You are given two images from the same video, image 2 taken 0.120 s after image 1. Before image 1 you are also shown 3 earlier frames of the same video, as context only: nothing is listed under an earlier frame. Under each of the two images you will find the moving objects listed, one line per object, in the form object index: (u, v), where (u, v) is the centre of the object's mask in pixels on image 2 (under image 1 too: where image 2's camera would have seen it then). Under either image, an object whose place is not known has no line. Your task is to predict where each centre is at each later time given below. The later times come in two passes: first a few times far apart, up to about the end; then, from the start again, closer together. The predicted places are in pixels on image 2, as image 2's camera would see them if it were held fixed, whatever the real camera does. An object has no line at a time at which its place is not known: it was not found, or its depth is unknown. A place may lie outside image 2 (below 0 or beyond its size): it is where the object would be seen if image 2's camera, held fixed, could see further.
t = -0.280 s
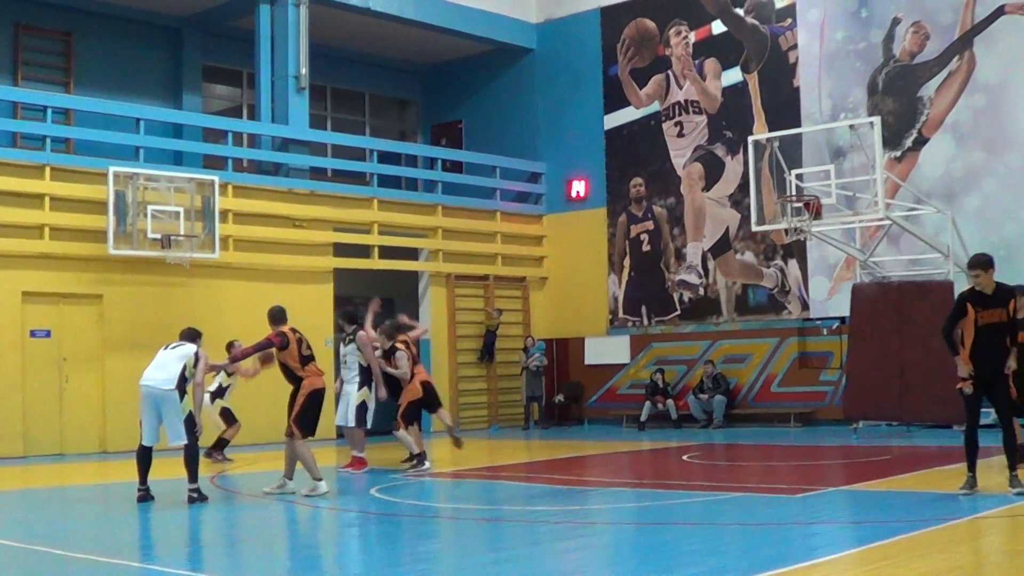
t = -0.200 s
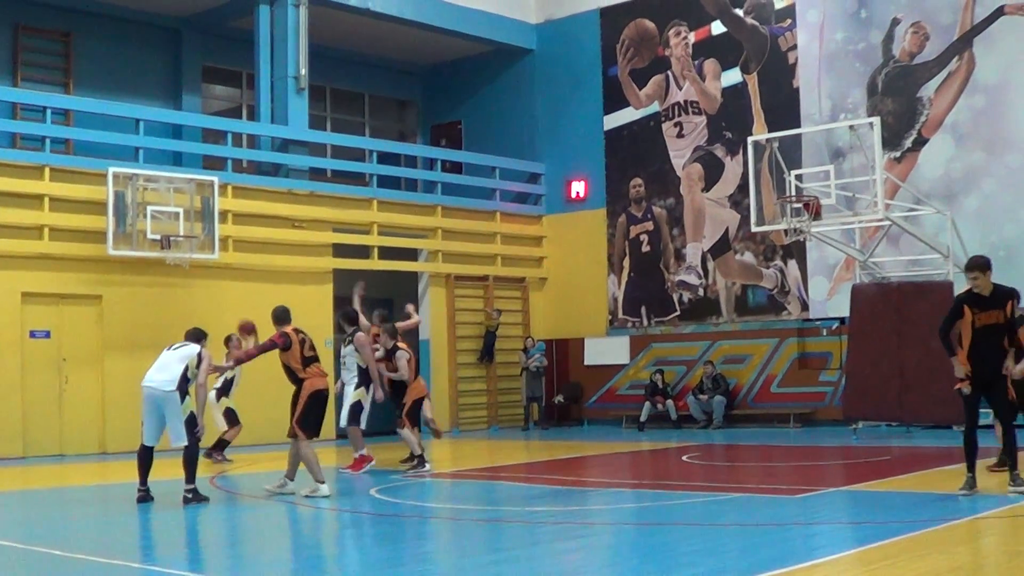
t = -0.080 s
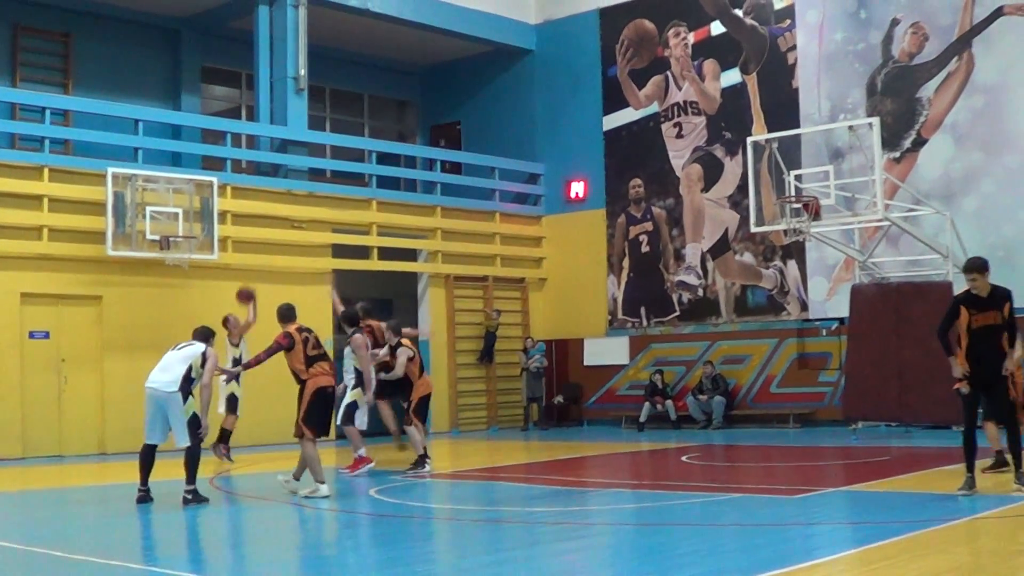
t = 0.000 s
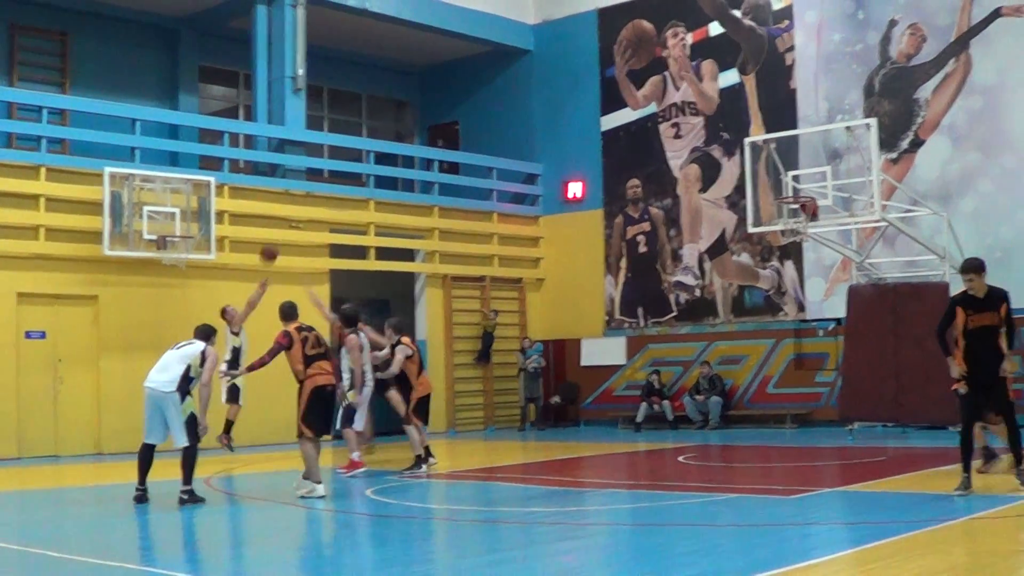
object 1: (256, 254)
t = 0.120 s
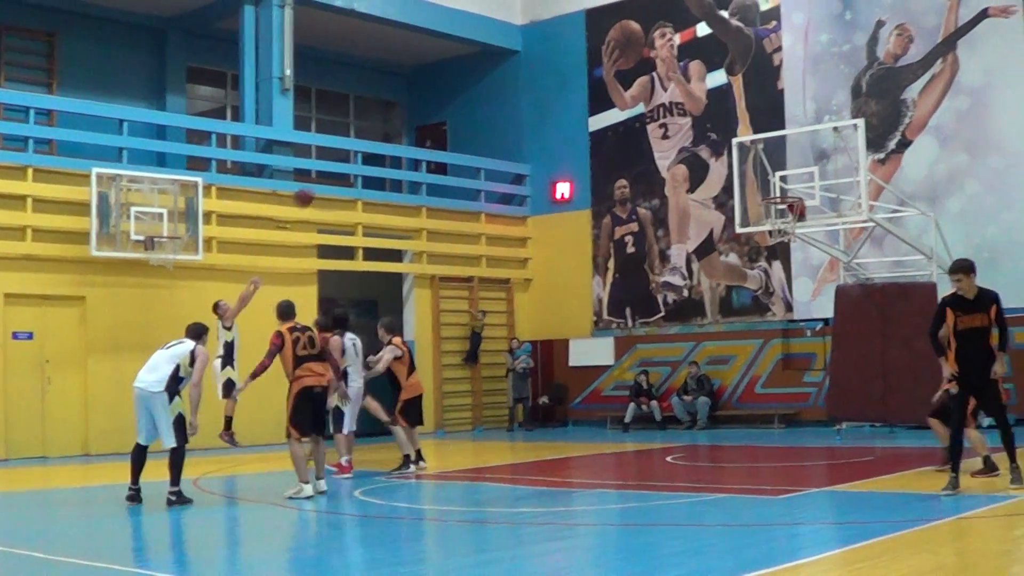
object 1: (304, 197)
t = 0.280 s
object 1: (368, 136)
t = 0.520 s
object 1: (465, 86)
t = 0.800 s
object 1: (579, 78)
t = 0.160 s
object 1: (319, 180)
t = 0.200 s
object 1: (336, 163)
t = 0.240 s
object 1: (352, 151)
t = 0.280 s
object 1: (368, 136)
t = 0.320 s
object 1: (384, 124)
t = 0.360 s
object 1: (401, 115)
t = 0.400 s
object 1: (417, 105)
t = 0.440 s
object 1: (433, 97)
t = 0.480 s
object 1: (449, 92)
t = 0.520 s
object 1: (465, 86)
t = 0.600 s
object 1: (498, 77)
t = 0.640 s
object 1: (514, 75)
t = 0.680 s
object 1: (531, 74)
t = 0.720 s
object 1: (546, 73)
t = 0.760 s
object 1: (563, 75)
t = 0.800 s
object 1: (579, 78)
